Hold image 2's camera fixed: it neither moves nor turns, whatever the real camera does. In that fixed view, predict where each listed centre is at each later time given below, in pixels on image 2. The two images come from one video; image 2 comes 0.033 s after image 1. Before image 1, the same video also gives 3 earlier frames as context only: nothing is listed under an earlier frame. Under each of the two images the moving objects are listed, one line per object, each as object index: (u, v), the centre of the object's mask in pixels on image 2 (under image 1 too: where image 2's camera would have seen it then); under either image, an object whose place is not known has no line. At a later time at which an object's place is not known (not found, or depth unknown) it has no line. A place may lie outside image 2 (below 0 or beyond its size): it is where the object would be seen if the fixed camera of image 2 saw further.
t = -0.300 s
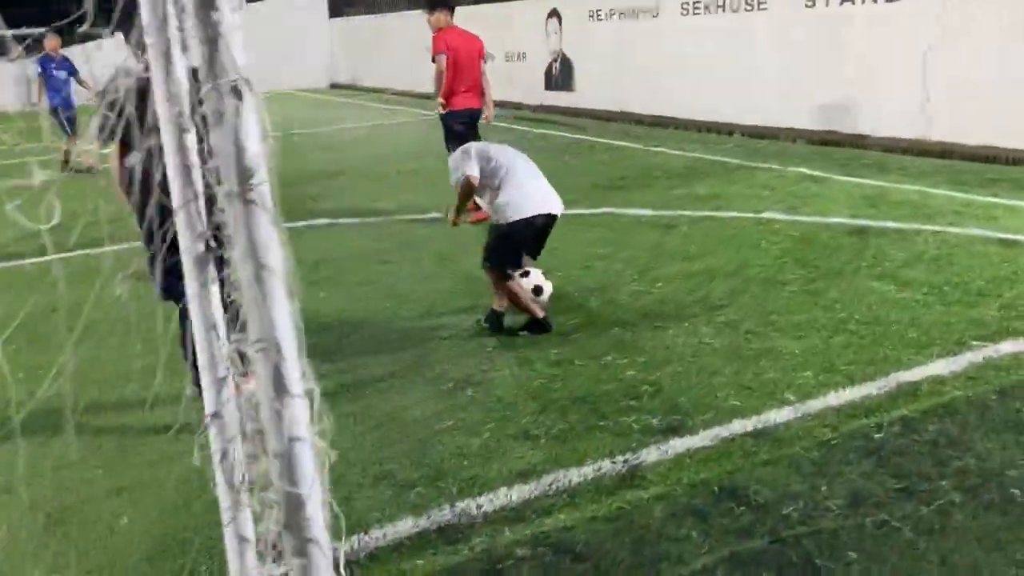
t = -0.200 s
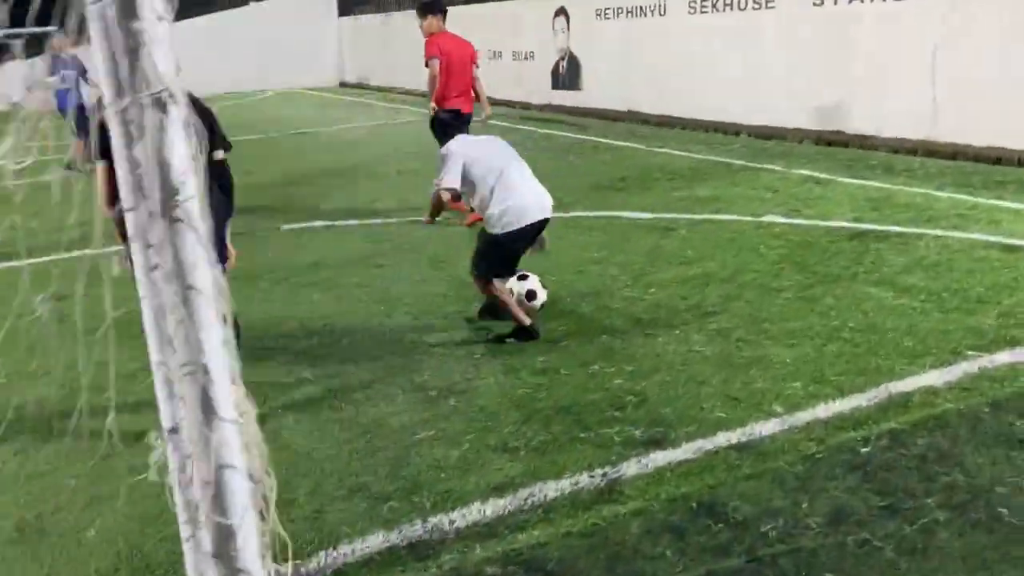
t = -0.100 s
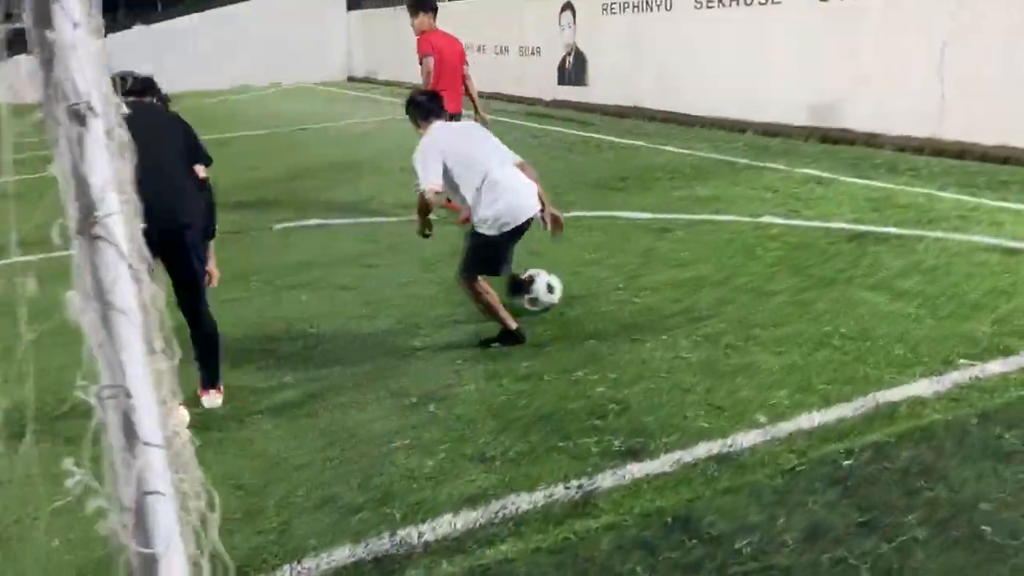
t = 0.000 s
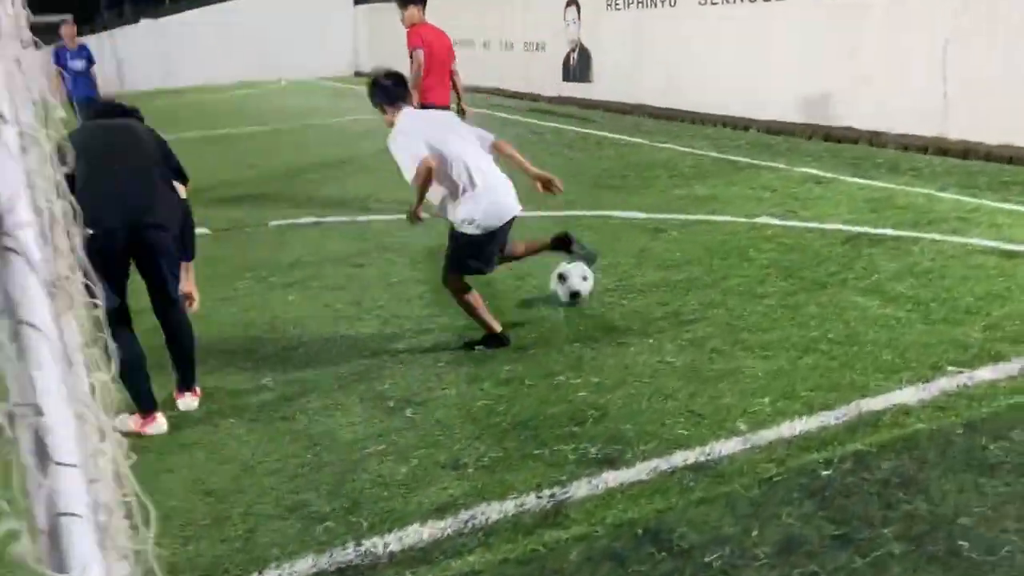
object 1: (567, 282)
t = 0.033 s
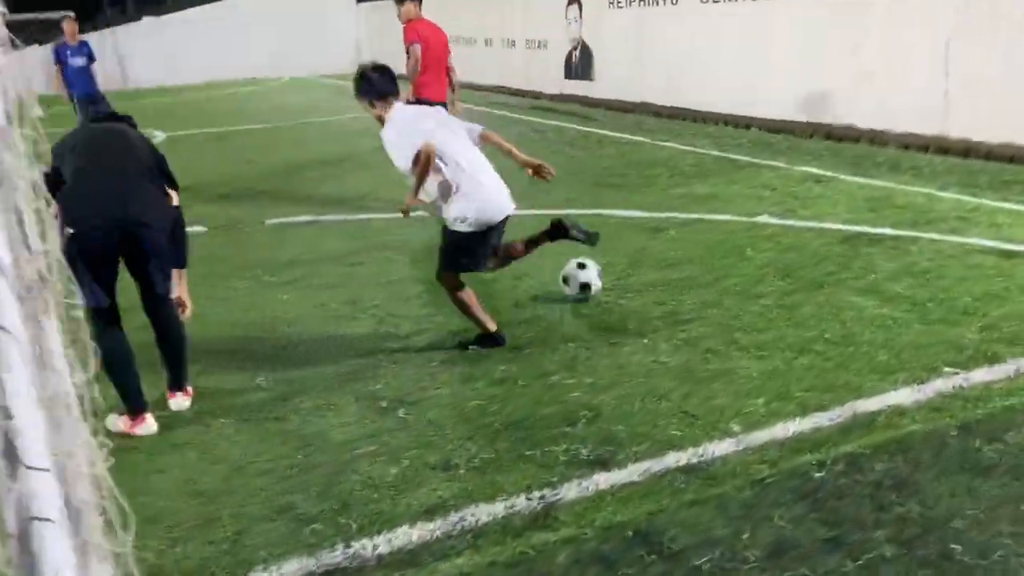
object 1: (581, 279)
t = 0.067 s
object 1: (593, 276)
